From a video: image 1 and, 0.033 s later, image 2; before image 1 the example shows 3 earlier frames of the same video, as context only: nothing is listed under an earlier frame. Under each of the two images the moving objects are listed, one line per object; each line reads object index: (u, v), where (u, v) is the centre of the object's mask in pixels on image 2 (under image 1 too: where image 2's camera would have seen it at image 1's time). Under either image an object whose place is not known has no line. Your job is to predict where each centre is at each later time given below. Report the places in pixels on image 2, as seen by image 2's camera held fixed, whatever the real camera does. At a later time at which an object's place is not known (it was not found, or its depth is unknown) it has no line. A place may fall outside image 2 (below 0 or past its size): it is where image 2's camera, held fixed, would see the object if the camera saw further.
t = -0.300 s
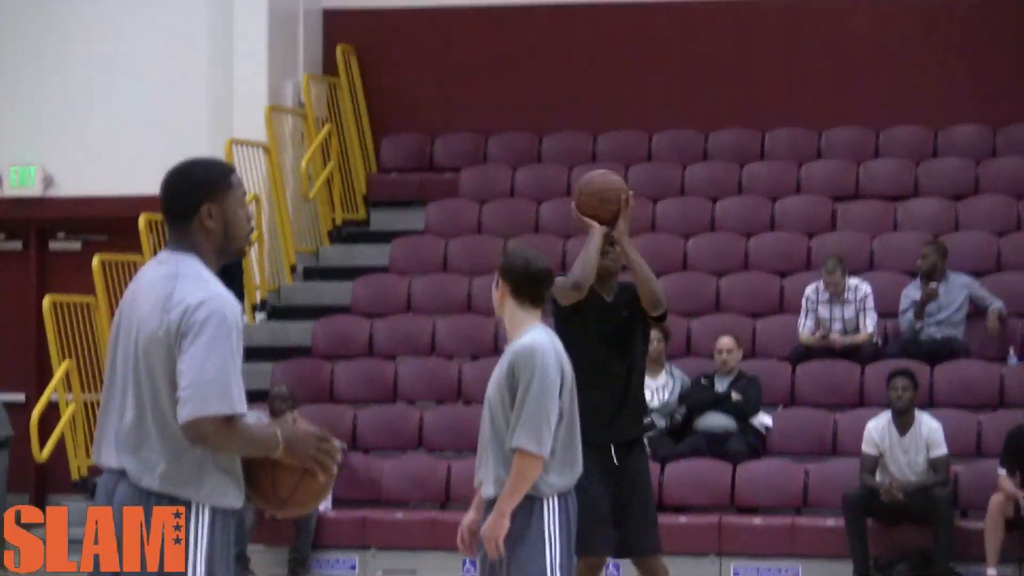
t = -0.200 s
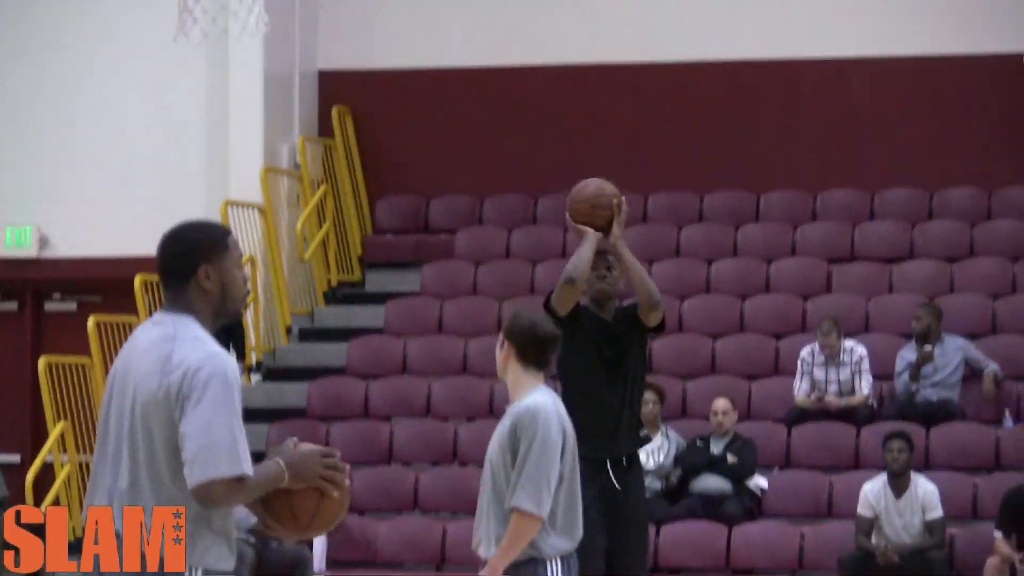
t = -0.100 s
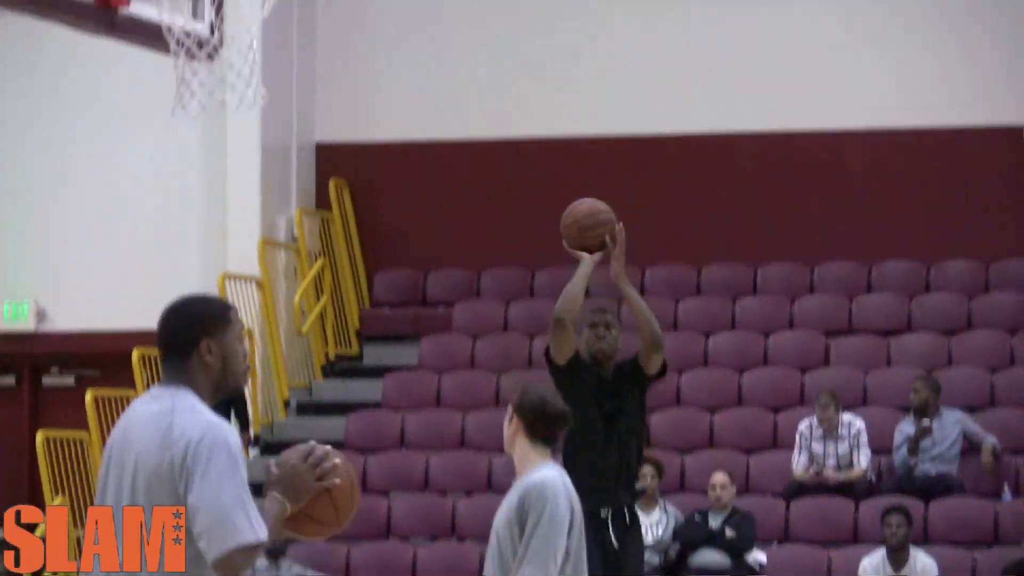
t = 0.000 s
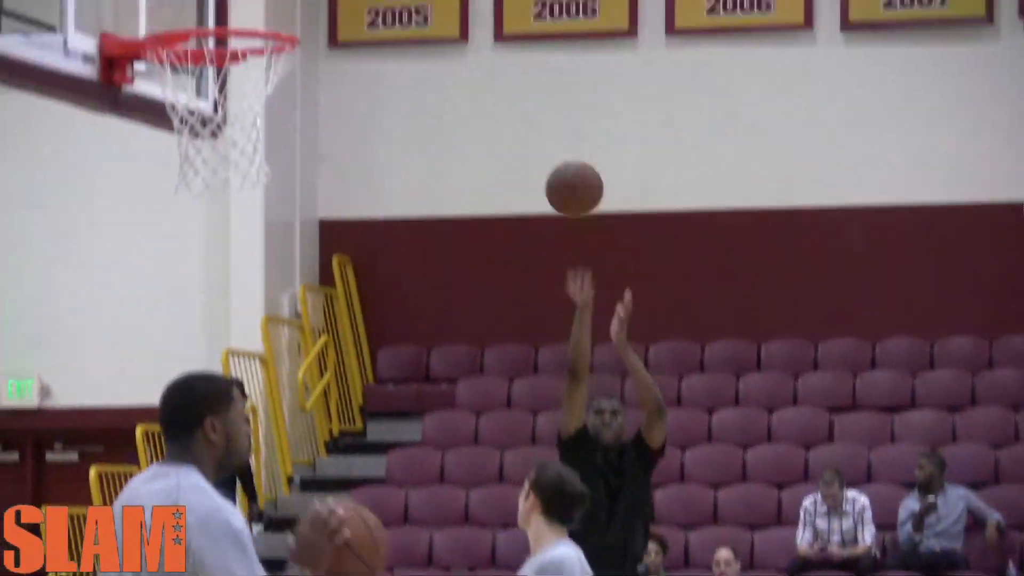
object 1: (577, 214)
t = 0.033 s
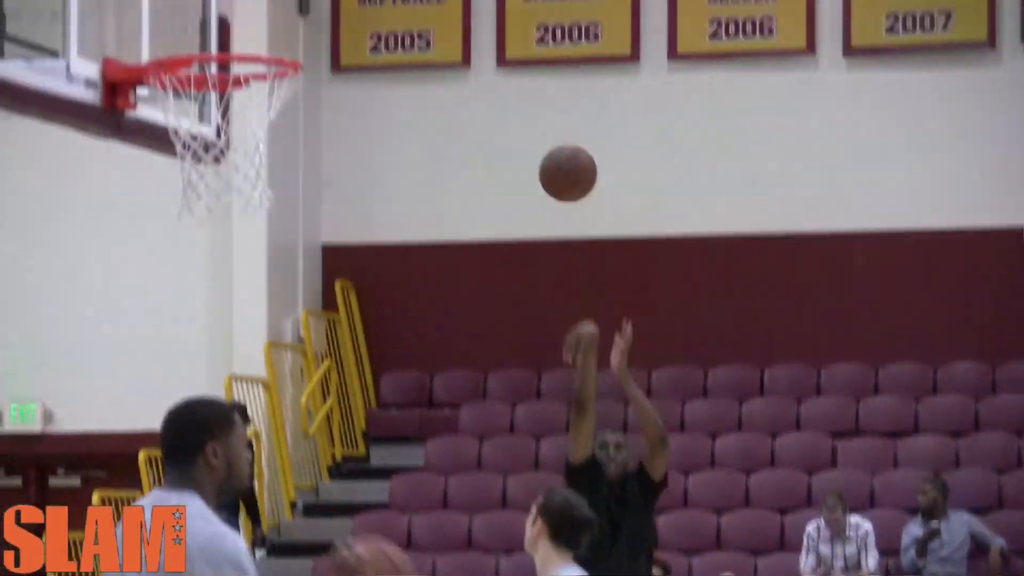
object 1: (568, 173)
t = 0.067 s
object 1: (559, 135)
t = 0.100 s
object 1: (550, 99)
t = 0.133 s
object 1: (542, 65)
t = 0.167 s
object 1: (533, 33)
